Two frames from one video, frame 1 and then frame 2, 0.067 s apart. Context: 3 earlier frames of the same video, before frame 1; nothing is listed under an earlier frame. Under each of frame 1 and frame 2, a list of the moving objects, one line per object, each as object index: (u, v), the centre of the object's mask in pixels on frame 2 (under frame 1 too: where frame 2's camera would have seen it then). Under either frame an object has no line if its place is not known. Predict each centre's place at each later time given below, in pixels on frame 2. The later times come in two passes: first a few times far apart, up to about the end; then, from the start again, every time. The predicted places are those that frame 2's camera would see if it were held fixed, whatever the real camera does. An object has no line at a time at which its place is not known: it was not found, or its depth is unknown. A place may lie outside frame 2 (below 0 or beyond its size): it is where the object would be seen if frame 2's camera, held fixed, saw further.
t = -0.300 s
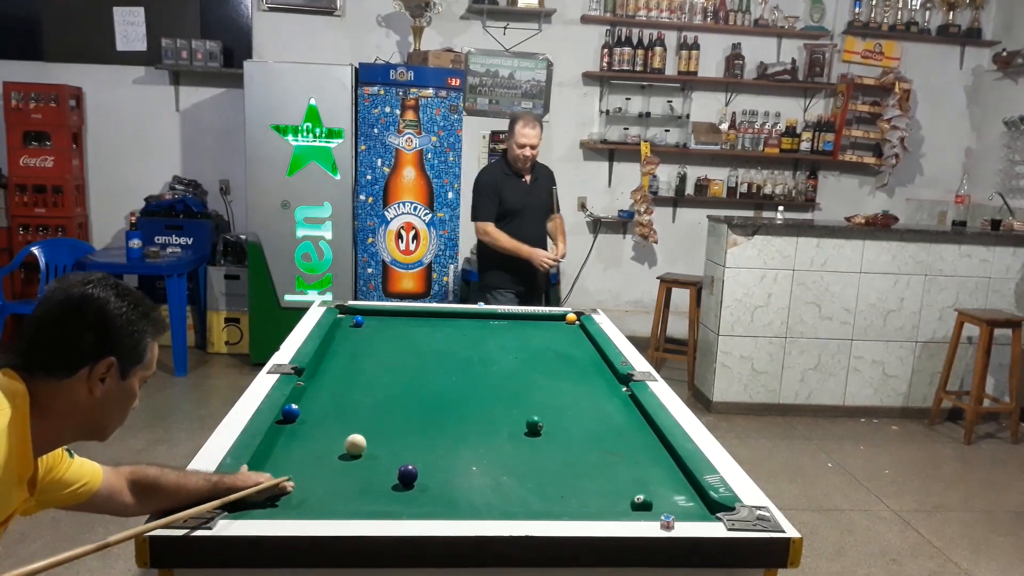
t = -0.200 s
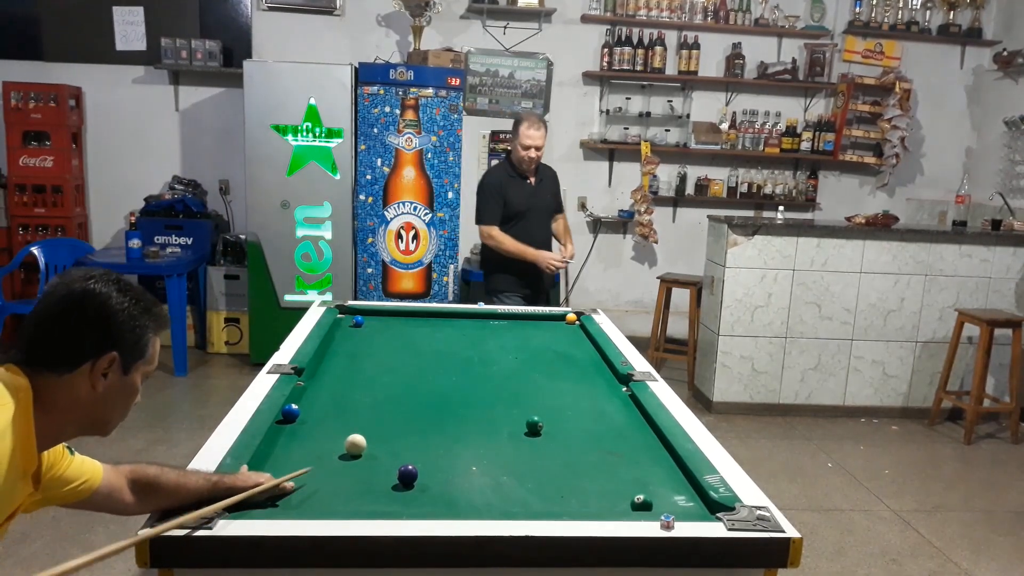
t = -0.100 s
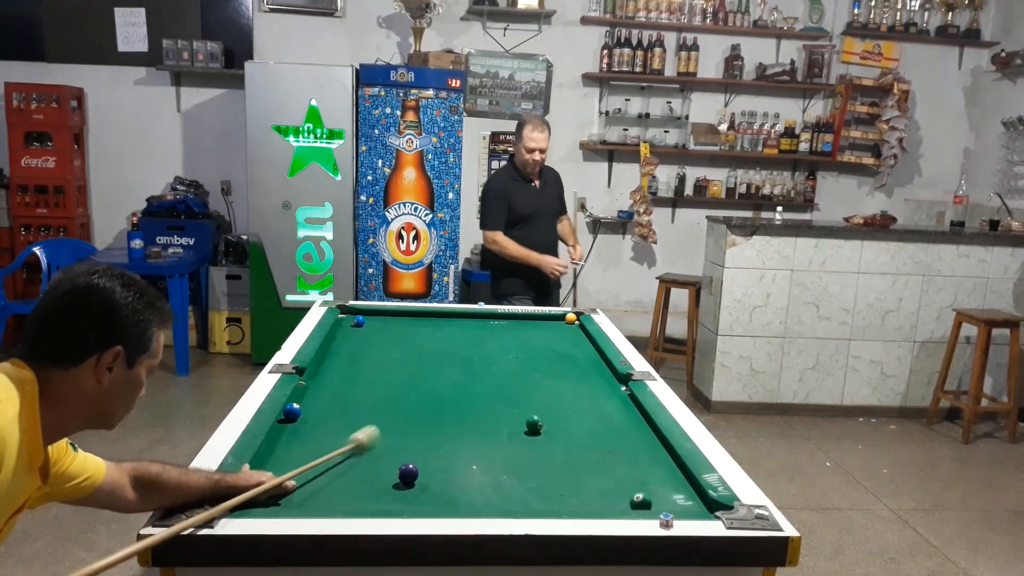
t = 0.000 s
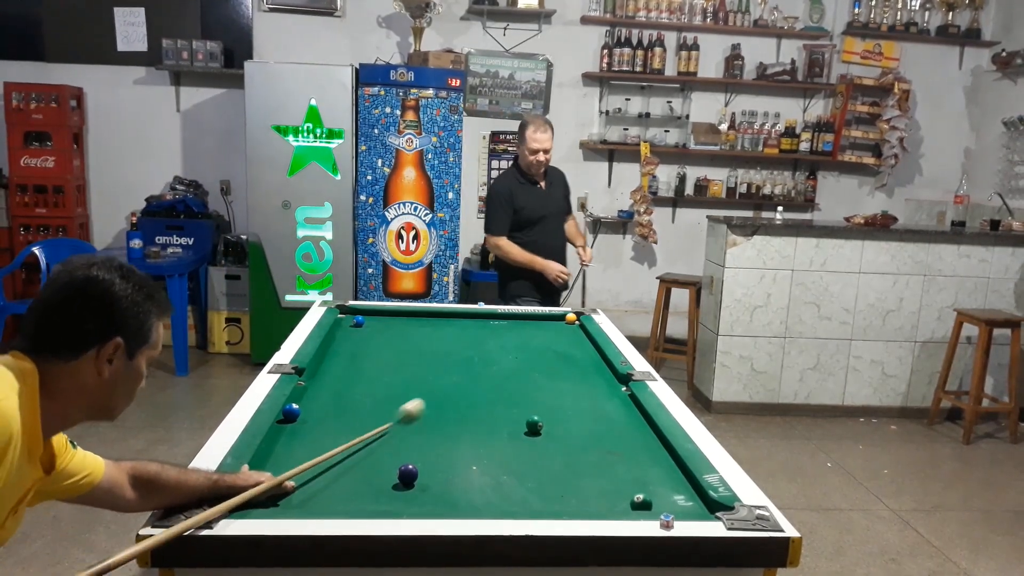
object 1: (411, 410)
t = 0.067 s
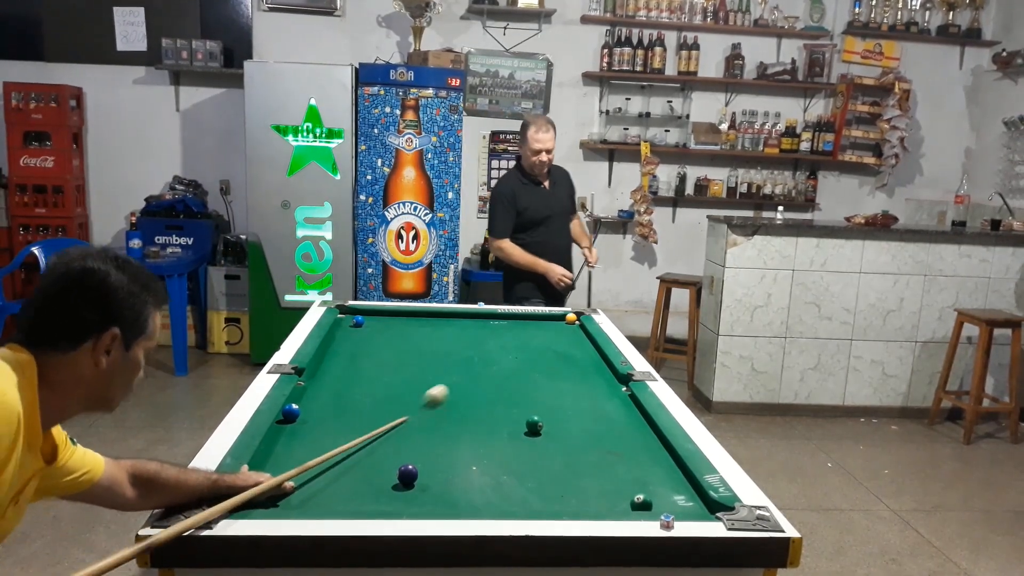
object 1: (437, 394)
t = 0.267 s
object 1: (488, 363)
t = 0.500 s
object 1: (531, 338)
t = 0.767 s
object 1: (558, 317)
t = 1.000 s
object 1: (557, 323)
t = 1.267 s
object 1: (558, 328)
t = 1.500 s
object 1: (559, 333)
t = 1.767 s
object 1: (560, 338)
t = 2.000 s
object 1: (560, 342)
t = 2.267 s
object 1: (560, 347)
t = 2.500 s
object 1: (560, 351)
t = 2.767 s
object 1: (561, 355)
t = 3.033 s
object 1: (560, 359)
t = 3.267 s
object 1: (560, 362)
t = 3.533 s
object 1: (560, 365)
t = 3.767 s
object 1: (561, 367)
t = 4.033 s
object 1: (561, 369)
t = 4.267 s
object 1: (561, 371)
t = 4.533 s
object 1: (561, 371)
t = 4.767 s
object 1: (561, 371)
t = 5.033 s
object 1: (562, 371)
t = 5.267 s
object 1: (561, 371)
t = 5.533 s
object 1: (561, 371)
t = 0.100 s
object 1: (447, 387)
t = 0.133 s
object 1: (456, 382)
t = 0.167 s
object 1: (465, 377)
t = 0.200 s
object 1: (473, 372)
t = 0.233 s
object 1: (481, 368)
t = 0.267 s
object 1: (488, 363)
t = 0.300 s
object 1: (495, 359)
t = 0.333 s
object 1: (501, 355)
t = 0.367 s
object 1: (508, 352)
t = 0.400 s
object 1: (514, 348)
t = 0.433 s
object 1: (520, 345)
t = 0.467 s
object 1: (525, 341)
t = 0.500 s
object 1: (531, 338)
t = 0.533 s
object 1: (536, 335)
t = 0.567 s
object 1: (541, 332)
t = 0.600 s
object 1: (546, 329)
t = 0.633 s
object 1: (551, 326)
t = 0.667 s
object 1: (556, 323)
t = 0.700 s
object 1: (560, 320)
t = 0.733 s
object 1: (561, 319)
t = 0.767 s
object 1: (558, 317)
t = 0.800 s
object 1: (557, 318)
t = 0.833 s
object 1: (556, 319)
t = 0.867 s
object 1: (556, 320)
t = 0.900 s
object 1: (556, 320)
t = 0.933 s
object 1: (556, 321)
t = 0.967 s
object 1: (556, 322)
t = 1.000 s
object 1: (557, 323)
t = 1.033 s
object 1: (557, 323)
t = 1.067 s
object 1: (557, 324)
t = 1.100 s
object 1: (557, 325)
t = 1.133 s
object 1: (557, 325)
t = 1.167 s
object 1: (557, 326)
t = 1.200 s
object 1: (557, 326)
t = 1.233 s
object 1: (558, 327)
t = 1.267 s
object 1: (558, 328)
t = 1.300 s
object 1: (558, 329)
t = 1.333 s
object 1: (558, 329)
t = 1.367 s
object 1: (558, 330)
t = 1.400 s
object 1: (558, 331)
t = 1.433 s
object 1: (559, 331)
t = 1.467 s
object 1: (559, 332)
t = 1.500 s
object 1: (559, 333)
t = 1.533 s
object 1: (559, 333)
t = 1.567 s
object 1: (559, 334)
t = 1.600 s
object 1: (559, 335)
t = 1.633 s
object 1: (559, 335)
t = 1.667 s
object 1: (559, 336)
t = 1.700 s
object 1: (559, 337)
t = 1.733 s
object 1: (560, 337)
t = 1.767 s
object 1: (560, 338)
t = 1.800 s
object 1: (560, 339)
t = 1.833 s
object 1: (560, 339)
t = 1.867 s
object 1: (560, 340)
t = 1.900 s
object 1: (560, 340)
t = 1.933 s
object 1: (560, 341)
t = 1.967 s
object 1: (560, 342)
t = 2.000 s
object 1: (560, 342)
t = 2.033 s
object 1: (560, 343)
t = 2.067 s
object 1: (560, 344)
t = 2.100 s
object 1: (560, 344)
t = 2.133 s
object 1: (560, 345)
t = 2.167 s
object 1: (560, 345)
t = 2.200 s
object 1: (560, 346)
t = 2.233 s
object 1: (560, 347)
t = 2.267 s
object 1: (560, 347)
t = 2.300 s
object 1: (560, 348)
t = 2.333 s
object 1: (561, 349)
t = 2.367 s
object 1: (561, 349)
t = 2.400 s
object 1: (561, 350)
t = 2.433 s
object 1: (560, 350)
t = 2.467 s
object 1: (560, 350)
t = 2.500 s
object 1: (560, 351)
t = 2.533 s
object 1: (560, 352)
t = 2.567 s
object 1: (560, 352)
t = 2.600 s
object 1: (560, 353)
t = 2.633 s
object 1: (560, 353)
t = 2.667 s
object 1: (560, 354)
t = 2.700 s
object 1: (560, 354)
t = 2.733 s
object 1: (561, 355)
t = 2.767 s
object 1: (561, 355)
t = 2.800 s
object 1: (561, 356)
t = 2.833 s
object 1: (560, 356)
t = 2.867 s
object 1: (560, 357)
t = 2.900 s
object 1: (560, 357)
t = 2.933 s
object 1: (561, 358)
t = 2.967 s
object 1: (561, 358)
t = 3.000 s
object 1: (561, 359)
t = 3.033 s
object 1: (560, 359)
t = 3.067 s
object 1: (560, 360)
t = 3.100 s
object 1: (560, 360)
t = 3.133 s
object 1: (560, 361)
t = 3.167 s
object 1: (560, 361)
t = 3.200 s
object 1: (560, 362)
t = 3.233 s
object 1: (560, 362)
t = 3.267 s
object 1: (560, 362)
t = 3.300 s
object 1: (560, 363)
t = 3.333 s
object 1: (560, 363)
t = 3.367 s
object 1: (560, 363)
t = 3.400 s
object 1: (560, 364)
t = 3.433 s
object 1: (560, 364)
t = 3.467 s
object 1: (560, 365)
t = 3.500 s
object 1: (560, 365)
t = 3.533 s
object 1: (560, 365)
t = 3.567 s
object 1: (561, 366)
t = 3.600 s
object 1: (561, 366)
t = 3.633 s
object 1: (561, 366)
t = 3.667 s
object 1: (561, 367)
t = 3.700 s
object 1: (561, 367)
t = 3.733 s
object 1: (561, 367)
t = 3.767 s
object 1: (561, 367)
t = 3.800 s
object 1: (561, 367)
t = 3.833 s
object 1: (561, 368)
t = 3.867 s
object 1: (561, 368)
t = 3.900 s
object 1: (561, 368)
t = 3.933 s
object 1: (561, 368)
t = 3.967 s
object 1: (561, 369)
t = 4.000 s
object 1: (562, 368)
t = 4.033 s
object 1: (561, 369)
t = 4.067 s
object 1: (561, 370)
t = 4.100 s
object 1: (561, 370)
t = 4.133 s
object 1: (561, 370)
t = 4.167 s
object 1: (561, 370)
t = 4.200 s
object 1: (562, 370)
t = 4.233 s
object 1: (561, 370)
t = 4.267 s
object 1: (561, 371)
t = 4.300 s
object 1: (561, 371)
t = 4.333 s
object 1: (561, 371)
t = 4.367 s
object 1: (561, 371)
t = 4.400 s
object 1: (561, 371)
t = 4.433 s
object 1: (561, 371)
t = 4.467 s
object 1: (561, 371)
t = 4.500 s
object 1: (561, 371)
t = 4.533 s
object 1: (561, 371)
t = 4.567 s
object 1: (561, 371)
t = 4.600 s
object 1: (561, 371)
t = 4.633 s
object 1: (562, 371)
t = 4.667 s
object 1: (561, 371)
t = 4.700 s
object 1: (561, 371)
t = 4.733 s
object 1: (561, 371)
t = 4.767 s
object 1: (561, 371)
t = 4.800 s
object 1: (561, 371)
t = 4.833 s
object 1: (561, 371)
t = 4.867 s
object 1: (562, 371)
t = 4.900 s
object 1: (562, 371)
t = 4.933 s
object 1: (562, 371)
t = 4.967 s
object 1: (562, 371)
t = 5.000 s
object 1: (562, 371)
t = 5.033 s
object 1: (562, 371)
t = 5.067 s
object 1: (562, 371)
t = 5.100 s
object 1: (561, 371)
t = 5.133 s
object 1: (561, 371)
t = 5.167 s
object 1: (561, 371)
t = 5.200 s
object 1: (561, 371)
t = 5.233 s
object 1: (561, 371)
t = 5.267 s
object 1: (561, 371)
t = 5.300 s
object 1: (561, 371)
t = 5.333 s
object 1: (561, 371)
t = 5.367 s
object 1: (561, 371)
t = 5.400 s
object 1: (561, 371)
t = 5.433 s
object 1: (561, 371)
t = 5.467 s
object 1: (561, 371)
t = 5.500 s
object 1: (561, 371)
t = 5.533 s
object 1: (561, 371)
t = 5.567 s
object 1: (561, 371)
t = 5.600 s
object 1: (561, 371)
